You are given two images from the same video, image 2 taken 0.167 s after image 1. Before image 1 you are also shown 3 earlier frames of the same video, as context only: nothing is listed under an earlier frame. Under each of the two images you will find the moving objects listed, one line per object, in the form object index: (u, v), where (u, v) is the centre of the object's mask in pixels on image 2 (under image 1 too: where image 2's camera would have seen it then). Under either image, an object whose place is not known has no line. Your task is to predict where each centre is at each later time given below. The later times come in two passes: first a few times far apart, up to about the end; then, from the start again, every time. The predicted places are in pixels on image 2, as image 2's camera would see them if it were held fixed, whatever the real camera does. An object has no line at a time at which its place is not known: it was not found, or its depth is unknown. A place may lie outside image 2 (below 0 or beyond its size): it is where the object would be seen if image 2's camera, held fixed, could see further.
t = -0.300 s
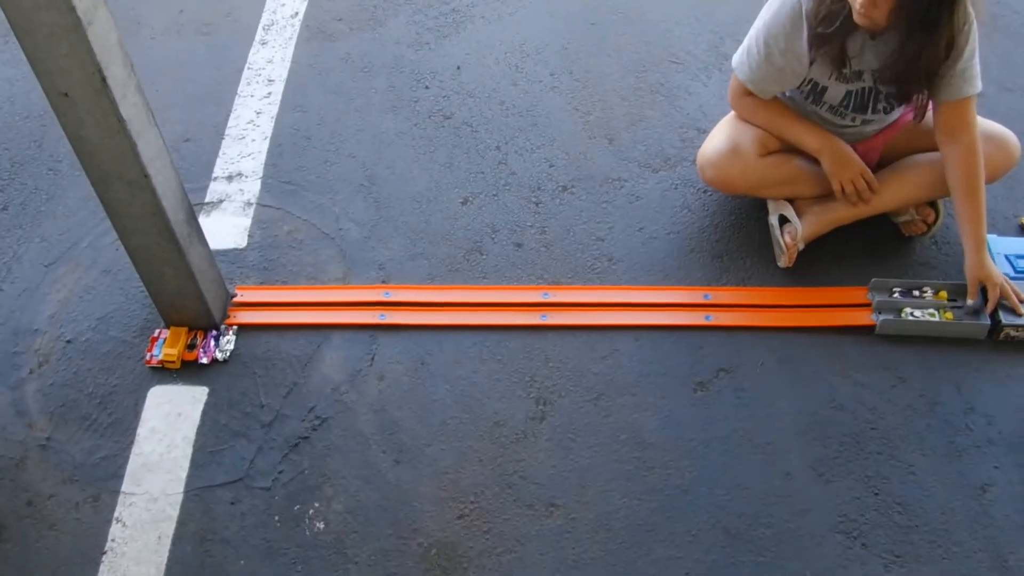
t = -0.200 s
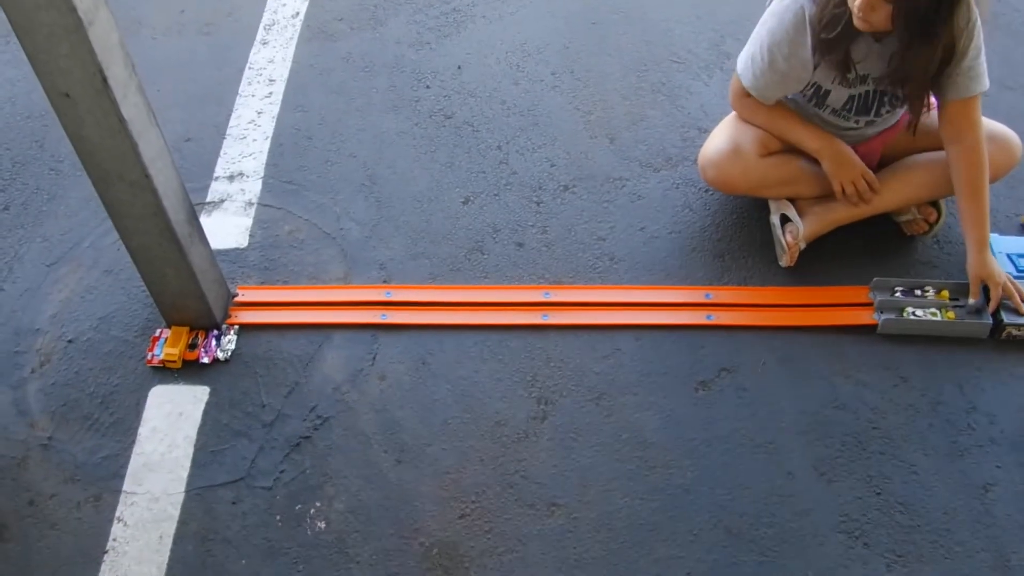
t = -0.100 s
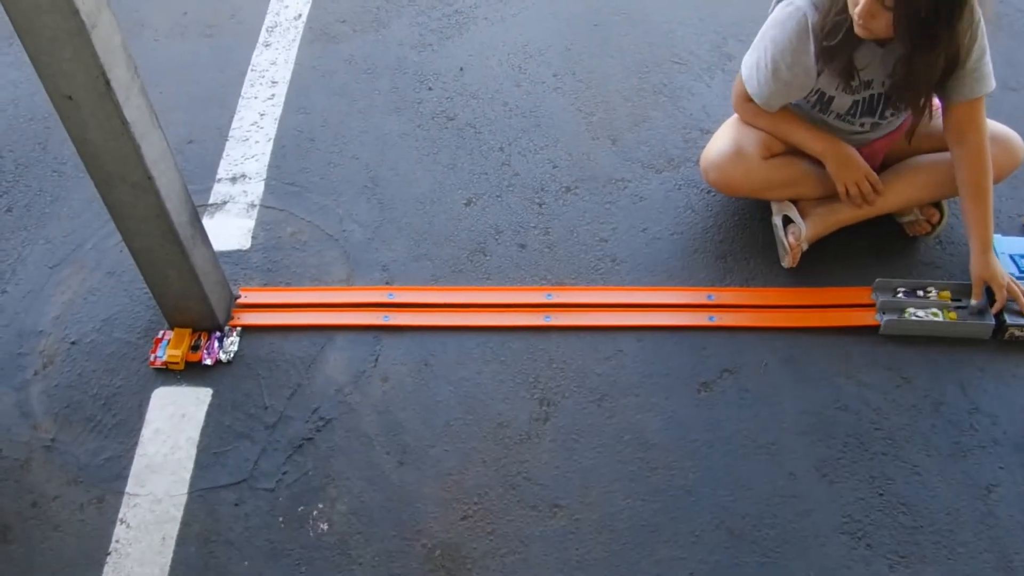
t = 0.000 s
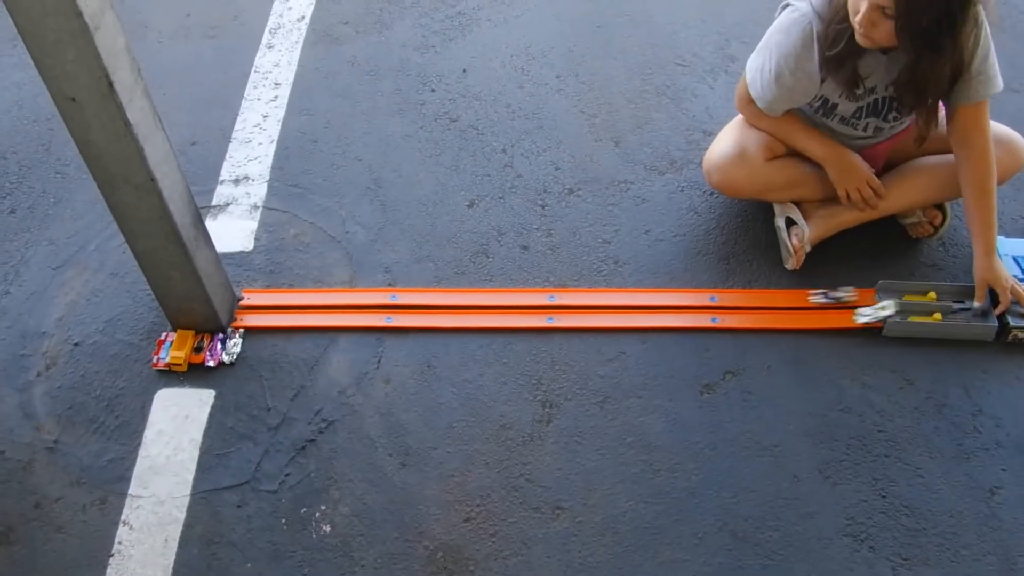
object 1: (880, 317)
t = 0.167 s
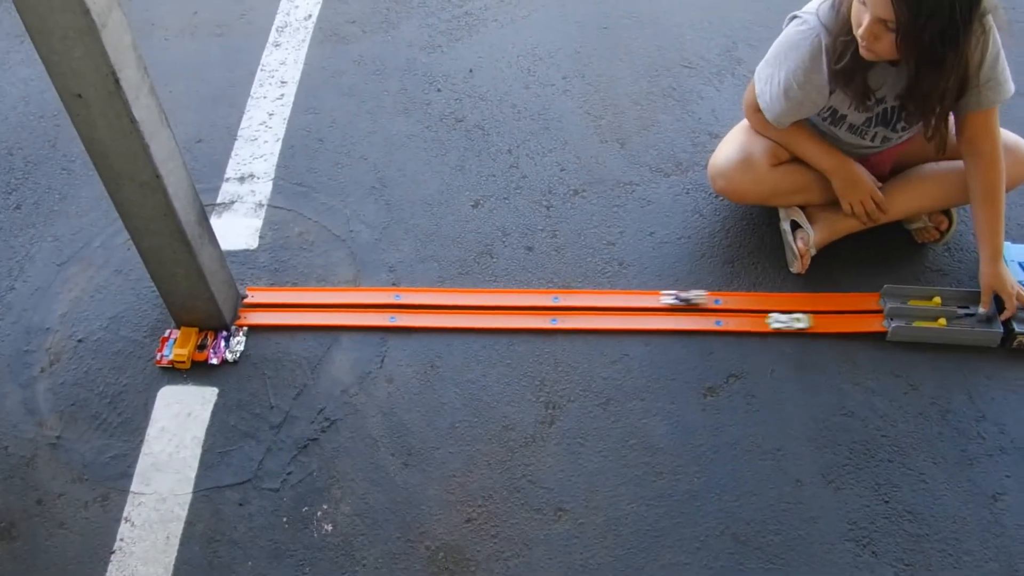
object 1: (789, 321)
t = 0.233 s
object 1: (754, 321)
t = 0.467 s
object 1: (638, 319)
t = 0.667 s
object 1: (550, 318)
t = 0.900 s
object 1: (458, 318)
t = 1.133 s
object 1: (382, 316)
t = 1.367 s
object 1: (319, 315)
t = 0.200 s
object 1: (772, 321)
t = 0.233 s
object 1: (754, 321)
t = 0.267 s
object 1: (736, 320)
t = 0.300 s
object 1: (720, 320)
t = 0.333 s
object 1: (703, 320)
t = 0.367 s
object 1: (687, 319)
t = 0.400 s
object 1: (670, 320)
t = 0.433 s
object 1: (654, 319)
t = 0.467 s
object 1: (638, 319)
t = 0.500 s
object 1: (623, 319)
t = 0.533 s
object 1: (608, 319)
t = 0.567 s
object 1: (593, 318)
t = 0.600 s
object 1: (577, 319)
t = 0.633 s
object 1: (563, 319)
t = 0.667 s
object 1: (550, 318)
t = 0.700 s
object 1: (536, 318)
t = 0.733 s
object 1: (522, 318)
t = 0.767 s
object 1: (509, 318)
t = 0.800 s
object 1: (496, 318)
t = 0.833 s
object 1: (483, 318)
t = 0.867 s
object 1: (471, 318)
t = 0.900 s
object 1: (458, 318)
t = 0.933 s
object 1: (446, 317)
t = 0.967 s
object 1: (435, 317)
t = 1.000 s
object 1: (423, 317)
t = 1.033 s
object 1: (413, 317)
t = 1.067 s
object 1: (401, 317)
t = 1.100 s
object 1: (391, 316)
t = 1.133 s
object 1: (382, 316)
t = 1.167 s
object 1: (371, 316)
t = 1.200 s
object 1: (362, 316)
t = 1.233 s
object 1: (353, 315)
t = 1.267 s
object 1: (344, 315)
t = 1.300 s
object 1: (335, 315)
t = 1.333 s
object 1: (327, 315)
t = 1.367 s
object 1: (319, 315)
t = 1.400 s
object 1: (311, 315)
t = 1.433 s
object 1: (303, 315)
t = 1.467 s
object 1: (295, 315)
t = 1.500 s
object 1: (288, 316)
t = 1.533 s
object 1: (280, 316)
